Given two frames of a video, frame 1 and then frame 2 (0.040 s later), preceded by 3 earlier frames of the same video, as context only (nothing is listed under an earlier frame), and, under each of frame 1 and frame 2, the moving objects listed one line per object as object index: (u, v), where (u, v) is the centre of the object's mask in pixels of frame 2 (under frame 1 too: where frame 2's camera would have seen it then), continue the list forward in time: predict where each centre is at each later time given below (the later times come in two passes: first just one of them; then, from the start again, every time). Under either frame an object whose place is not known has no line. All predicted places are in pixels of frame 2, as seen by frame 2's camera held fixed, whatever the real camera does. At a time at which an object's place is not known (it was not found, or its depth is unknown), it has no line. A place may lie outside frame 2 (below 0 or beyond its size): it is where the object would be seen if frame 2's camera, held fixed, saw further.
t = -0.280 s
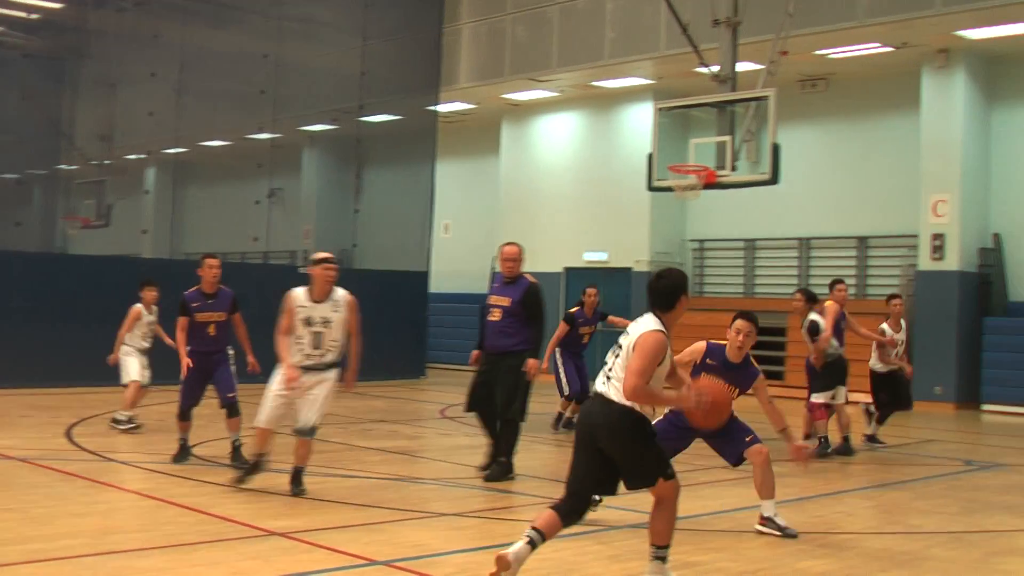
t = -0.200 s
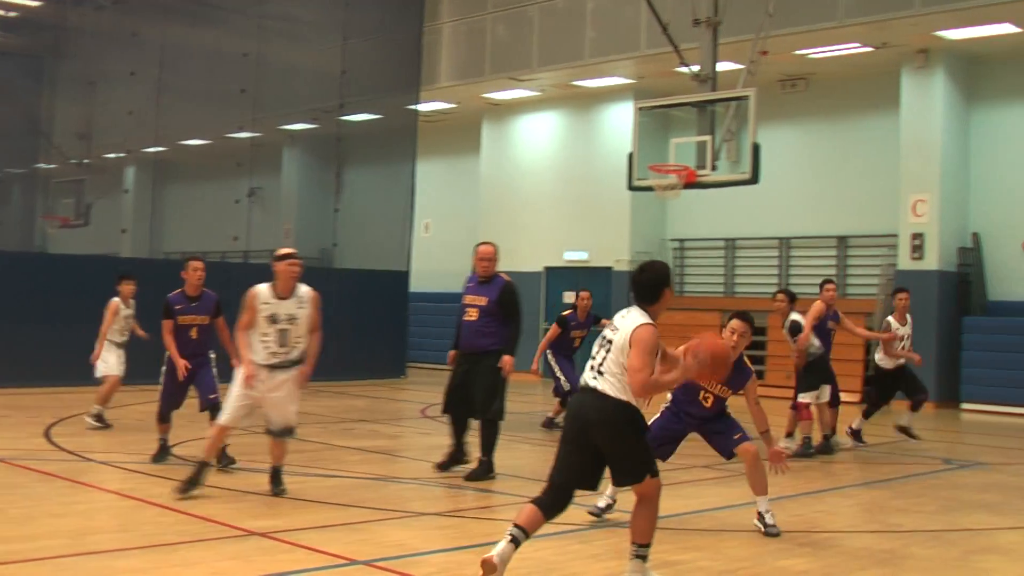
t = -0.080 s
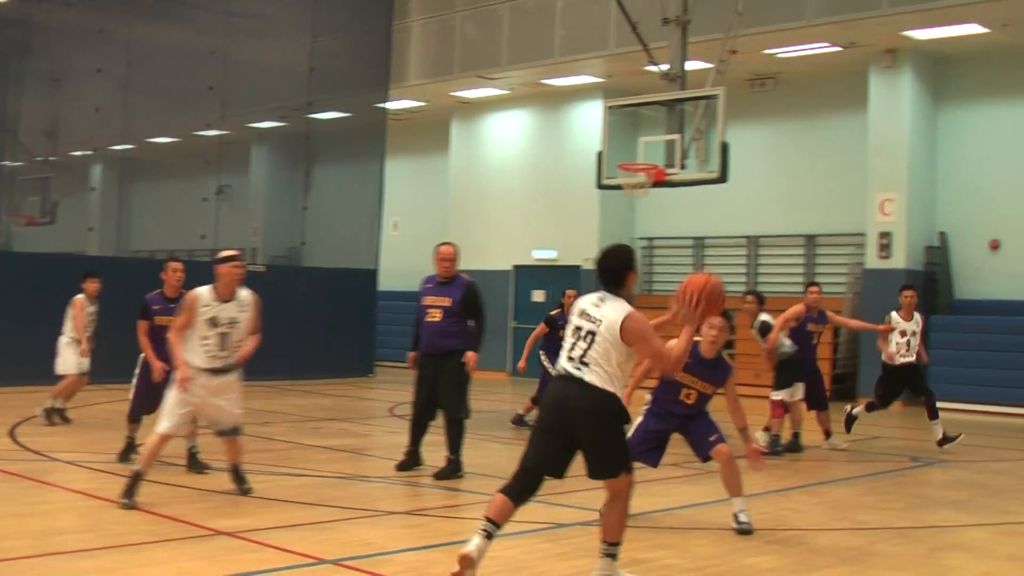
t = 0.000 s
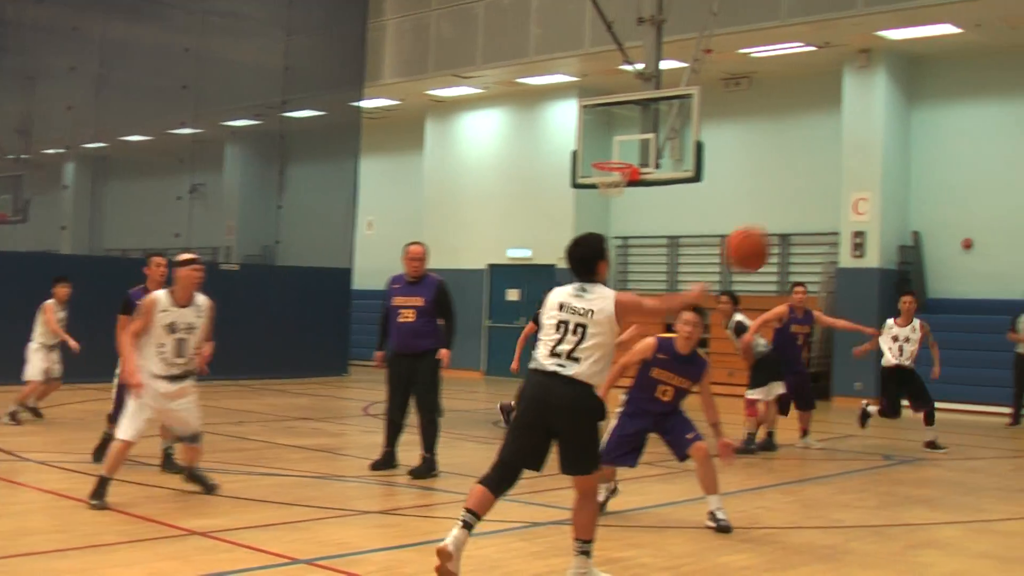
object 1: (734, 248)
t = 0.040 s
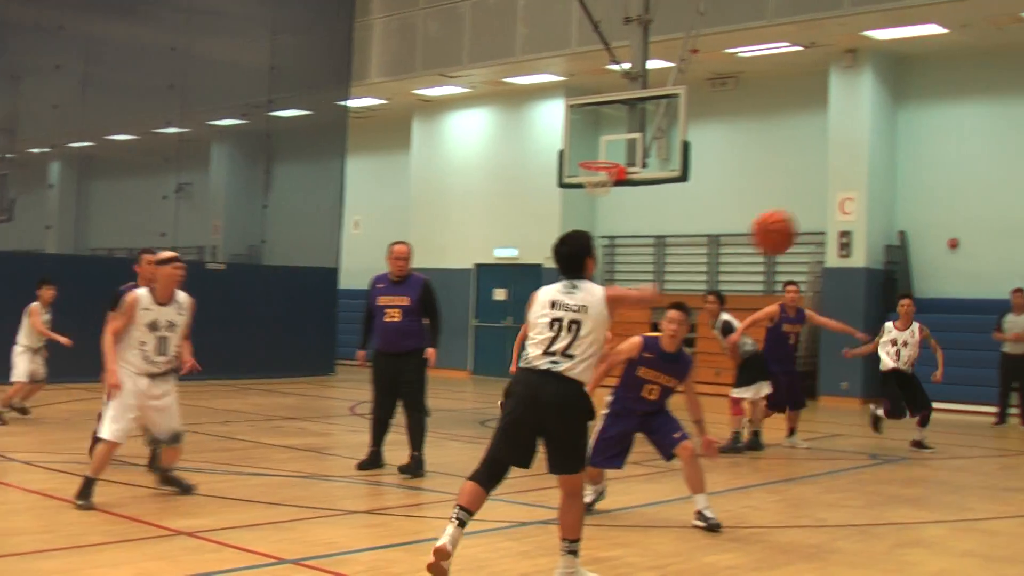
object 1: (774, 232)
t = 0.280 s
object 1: (962, 200)
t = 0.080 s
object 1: (810, 219)
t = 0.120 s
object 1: (845, 210)
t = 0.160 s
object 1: (877, 204)
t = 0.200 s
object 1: (907, 200)
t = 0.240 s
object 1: (935, 199)
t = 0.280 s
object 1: (962, 200)
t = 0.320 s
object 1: (987, 203)
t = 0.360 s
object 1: (1012, 207)
